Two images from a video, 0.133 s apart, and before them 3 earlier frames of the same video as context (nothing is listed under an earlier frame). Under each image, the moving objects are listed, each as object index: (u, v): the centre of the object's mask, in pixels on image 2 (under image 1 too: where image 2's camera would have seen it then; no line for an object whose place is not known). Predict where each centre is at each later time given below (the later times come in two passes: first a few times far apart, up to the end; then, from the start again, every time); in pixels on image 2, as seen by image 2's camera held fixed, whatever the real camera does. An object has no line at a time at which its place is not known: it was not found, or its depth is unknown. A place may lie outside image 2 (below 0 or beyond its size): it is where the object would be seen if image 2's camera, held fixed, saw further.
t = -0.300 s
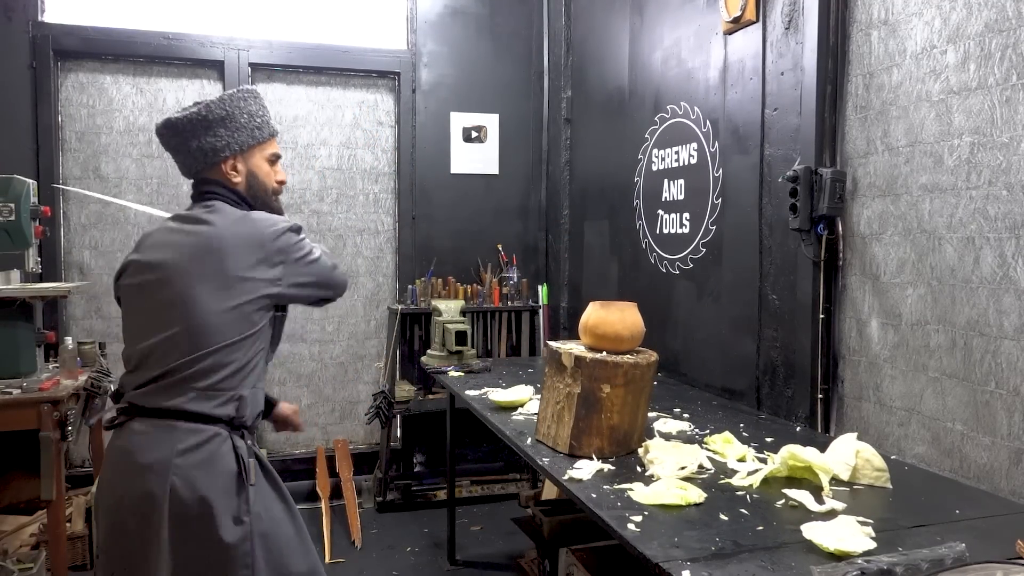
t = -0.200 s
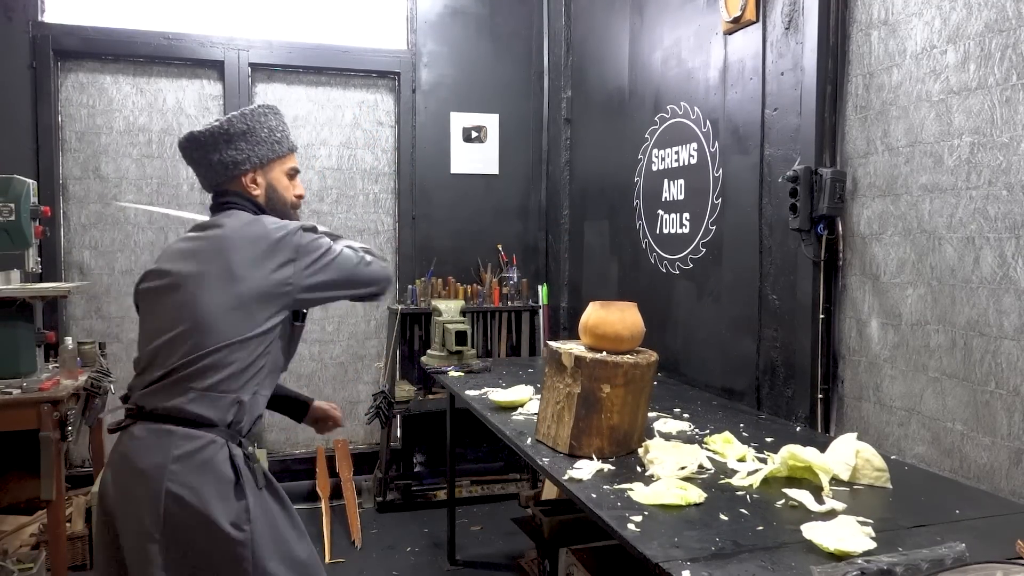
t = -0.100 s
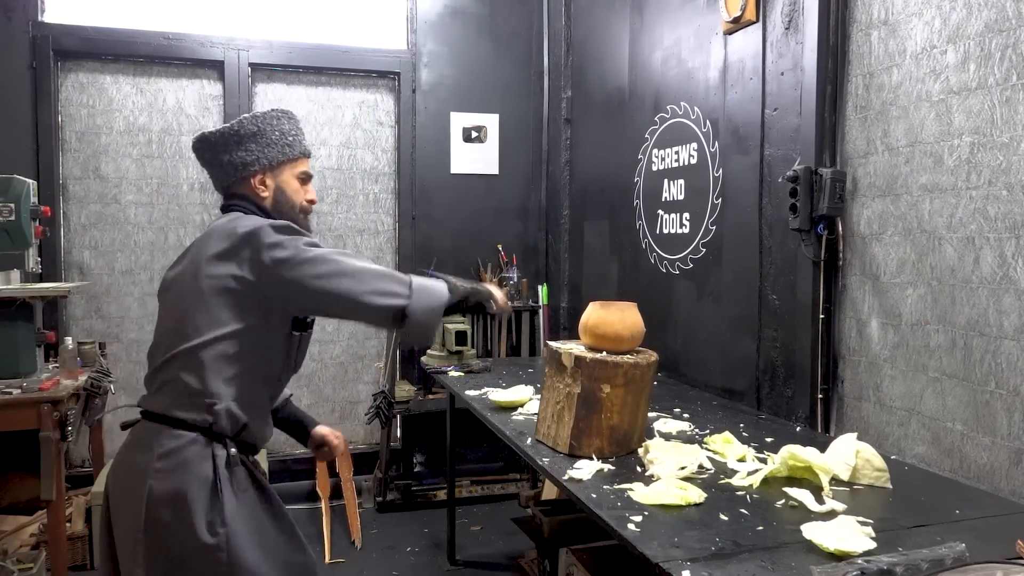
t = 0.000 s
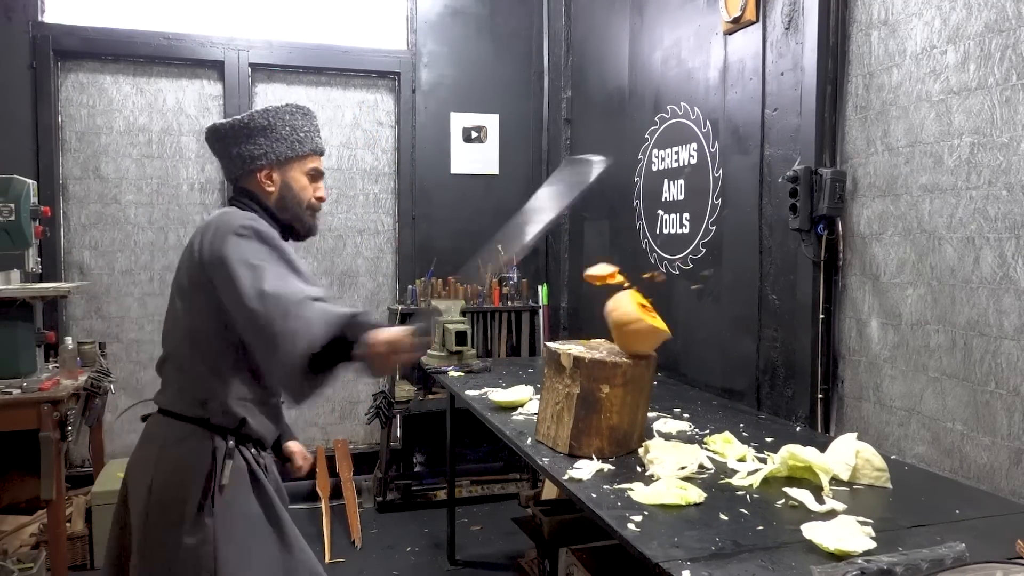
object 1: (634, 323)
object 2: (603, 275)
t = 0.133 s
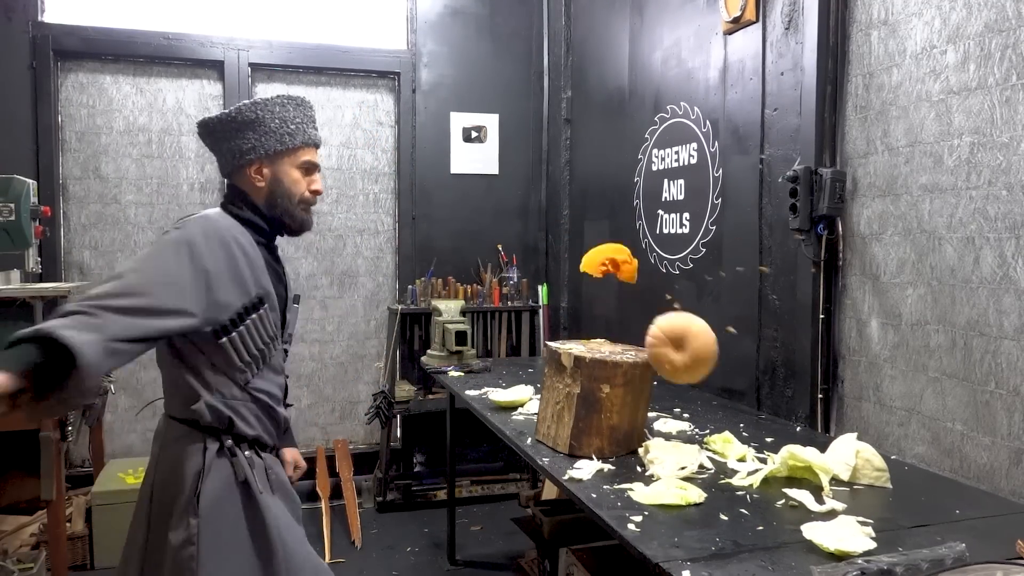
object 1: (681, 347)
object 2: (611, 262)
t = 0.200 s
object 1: (704, 383)
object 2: (620, 284)
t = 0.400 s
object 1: (773, 444)
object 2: (621, 382)
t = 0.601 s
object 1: (808, 458)
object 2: (613, 494)
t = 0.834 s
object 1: (808, 460)
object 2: (608, 506)
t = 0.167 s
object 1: (693, 364)
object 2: (615, 270)
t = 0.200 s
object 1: (704, 383)
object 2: (620, 284)
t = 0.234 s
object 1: (715, 407)
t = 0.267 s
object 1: (729, 442)
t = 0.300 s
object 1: (742, 441)
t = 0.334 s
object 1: (753, 440)
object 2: (624, 349)
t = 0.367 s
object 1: (764, 442)
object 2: (623, 363)
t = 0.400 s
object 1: (773, 444)
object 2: (621, 382)
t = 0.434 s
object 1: (778, 445)
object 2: (621, 400)
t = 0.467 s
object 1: (785, 448)
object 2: (618, 437)
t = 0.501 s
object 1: (792, 451)
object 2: (616, 471)
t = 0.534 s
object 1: (798, 456)
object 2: (615, 487)
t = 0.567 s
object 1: (803, 456)
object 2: (613, 489)
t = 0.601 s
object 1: (808, 458)
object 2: (613, 494)
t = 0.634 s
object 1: (810, 459)
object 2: (612, 500)
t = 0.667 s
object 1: (811, 459)
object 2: (611, 501)
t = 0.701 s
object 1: (812, 460)
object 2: (610, 504)
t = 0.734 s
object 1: (811, 460)
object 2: (609, 505)
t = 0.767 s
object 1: (811, 460)
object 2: (609, 506)
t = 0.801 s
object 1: (809, 460)
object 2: (608, 506)
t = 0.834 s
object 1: (808, 460)
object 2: (608, 506)
